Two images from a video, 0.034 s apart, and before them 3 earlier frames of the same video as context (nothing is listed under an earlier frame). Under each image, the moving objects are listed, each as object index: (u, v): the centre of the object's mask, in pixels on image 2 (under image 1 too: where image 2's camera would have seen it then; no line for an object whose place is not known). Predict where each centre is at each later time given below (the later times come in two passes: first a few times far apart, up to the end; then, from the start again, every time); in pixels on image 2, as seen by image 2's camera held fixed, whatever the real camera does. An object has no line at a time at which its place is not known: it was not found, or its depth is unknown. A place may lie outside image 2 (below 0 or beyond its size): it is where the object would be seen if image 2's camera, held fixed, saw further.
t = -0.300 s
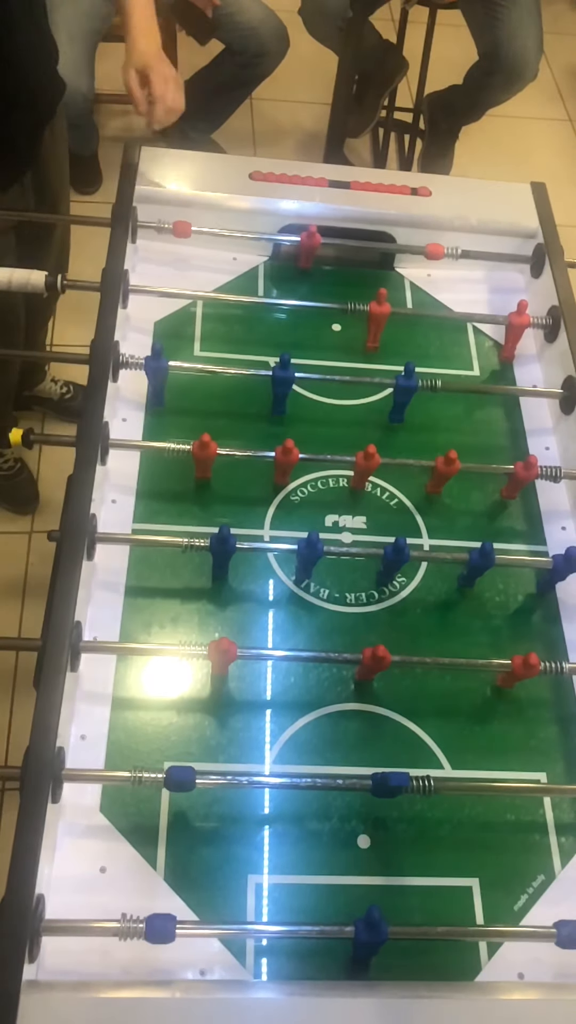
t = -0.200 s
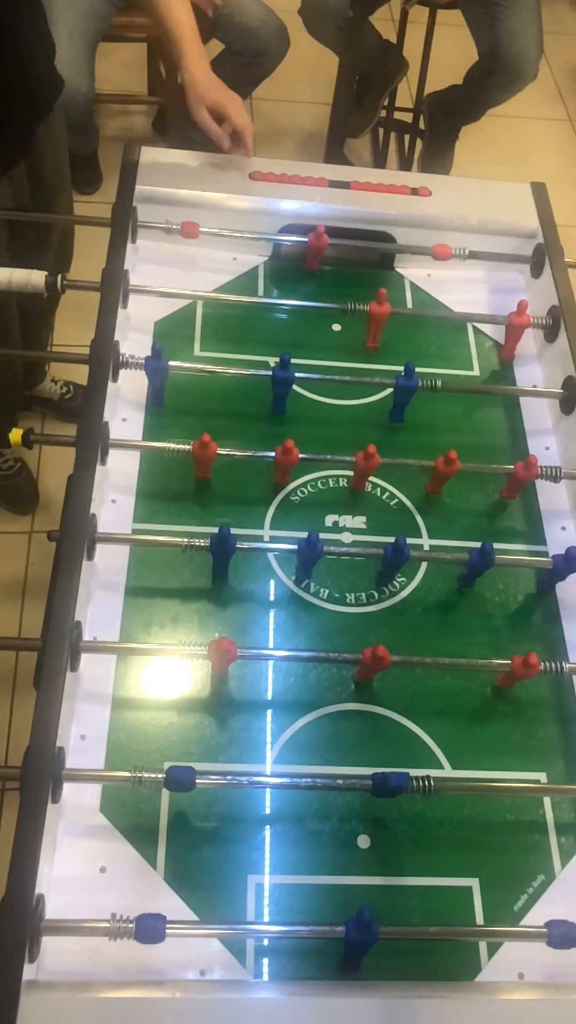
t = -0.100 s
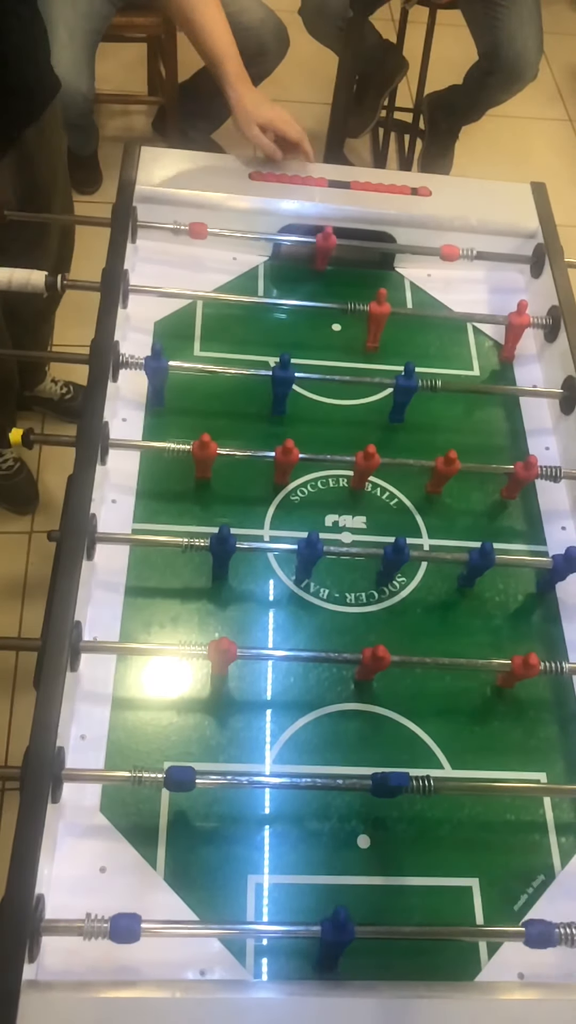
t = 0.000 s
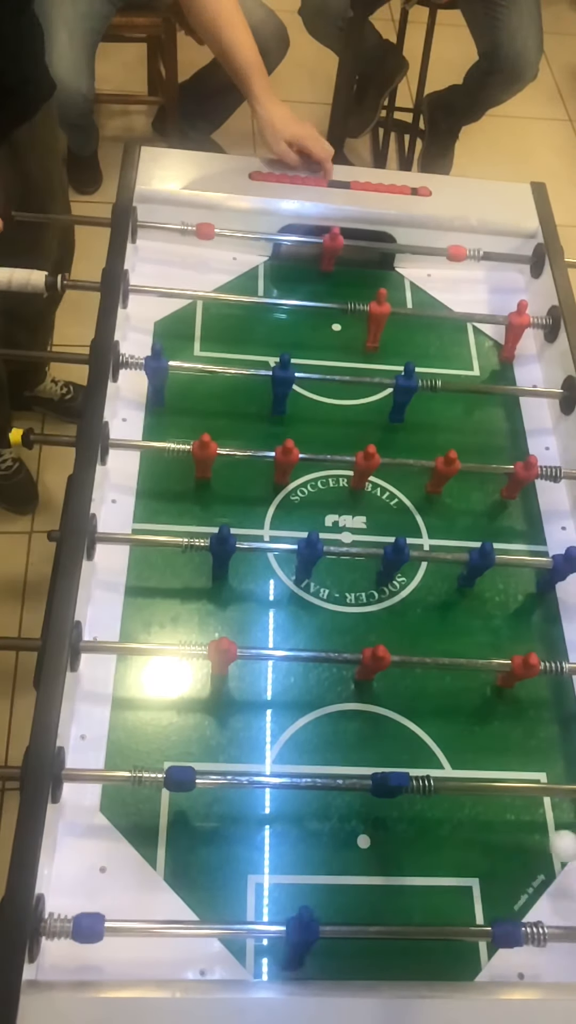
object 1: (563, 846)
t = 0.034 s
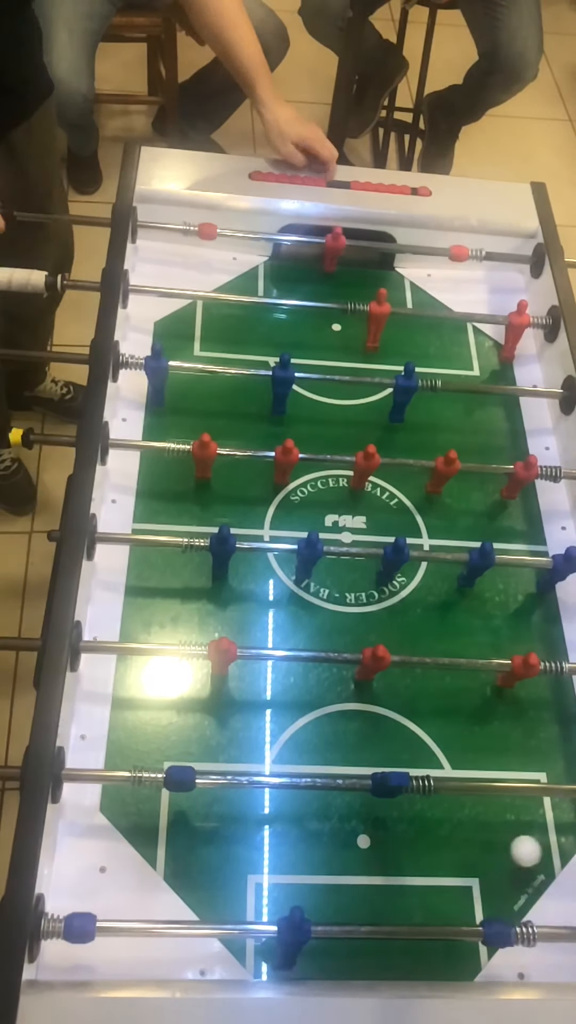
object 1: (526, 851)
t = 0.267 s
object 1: (385, 840)
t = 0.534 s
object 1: (241, 829)
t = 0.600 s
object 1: (206, 825)
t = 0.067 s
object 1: (498, 851)
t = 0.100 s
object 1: (484, 846)
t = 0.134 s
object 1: (467, 842)
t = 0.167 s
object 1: (445, 841)
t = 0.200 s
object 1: (423, 842)
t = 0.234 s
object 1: (401, 843)
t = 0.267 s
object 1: (385, 840)
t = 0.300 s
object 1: (366, 839)
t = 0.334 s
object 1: (347, 839)
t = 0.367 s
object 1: (330, 836)
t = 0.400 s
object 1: (312, 835)
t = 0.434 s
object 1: (294, 834)
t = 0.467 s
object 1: (276, 832)
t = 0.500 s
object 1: (259, 831)
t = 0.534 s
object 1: (241, 829)
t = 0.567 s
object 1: (224, 827)
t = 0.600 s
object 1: (206, 825)
